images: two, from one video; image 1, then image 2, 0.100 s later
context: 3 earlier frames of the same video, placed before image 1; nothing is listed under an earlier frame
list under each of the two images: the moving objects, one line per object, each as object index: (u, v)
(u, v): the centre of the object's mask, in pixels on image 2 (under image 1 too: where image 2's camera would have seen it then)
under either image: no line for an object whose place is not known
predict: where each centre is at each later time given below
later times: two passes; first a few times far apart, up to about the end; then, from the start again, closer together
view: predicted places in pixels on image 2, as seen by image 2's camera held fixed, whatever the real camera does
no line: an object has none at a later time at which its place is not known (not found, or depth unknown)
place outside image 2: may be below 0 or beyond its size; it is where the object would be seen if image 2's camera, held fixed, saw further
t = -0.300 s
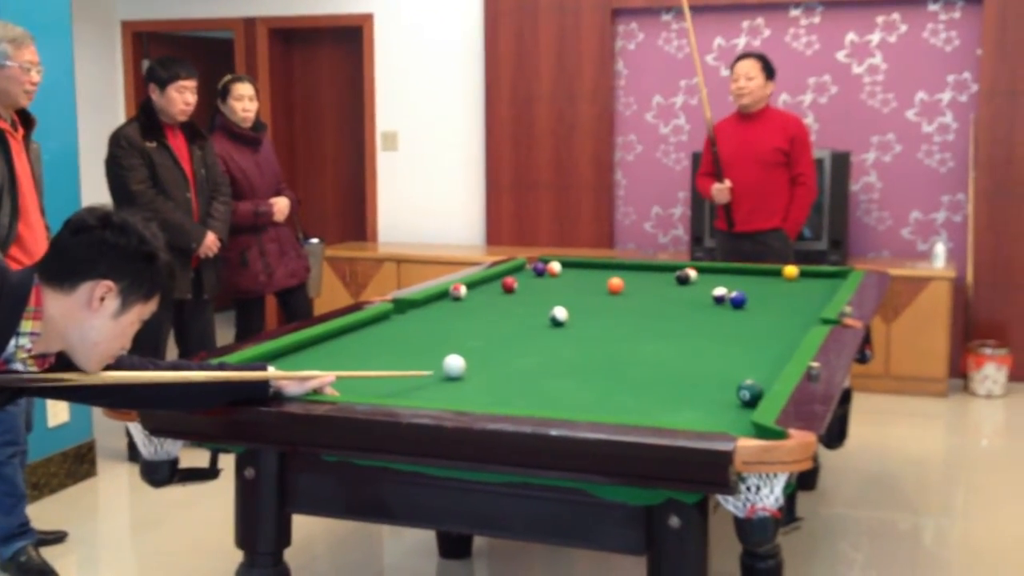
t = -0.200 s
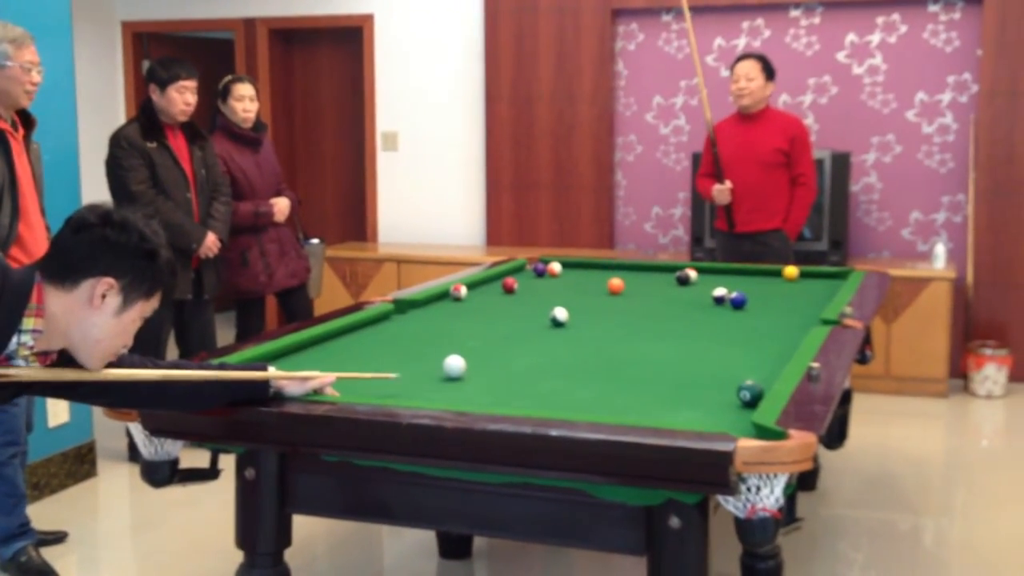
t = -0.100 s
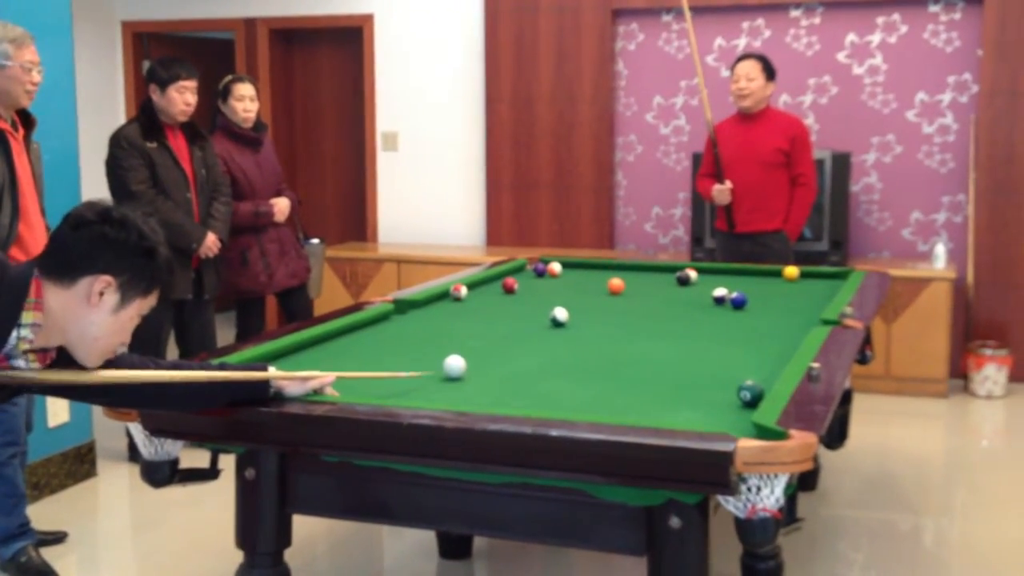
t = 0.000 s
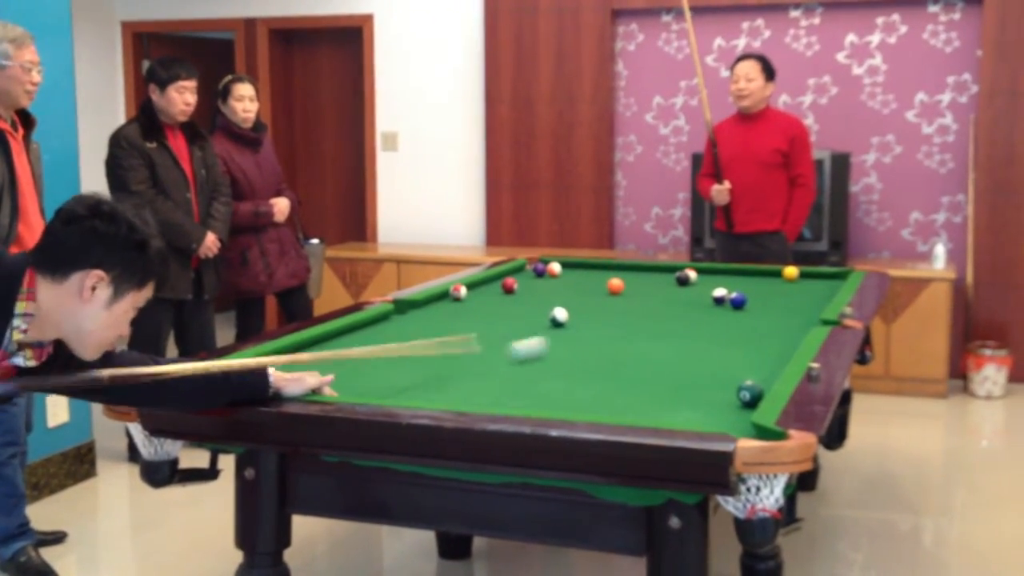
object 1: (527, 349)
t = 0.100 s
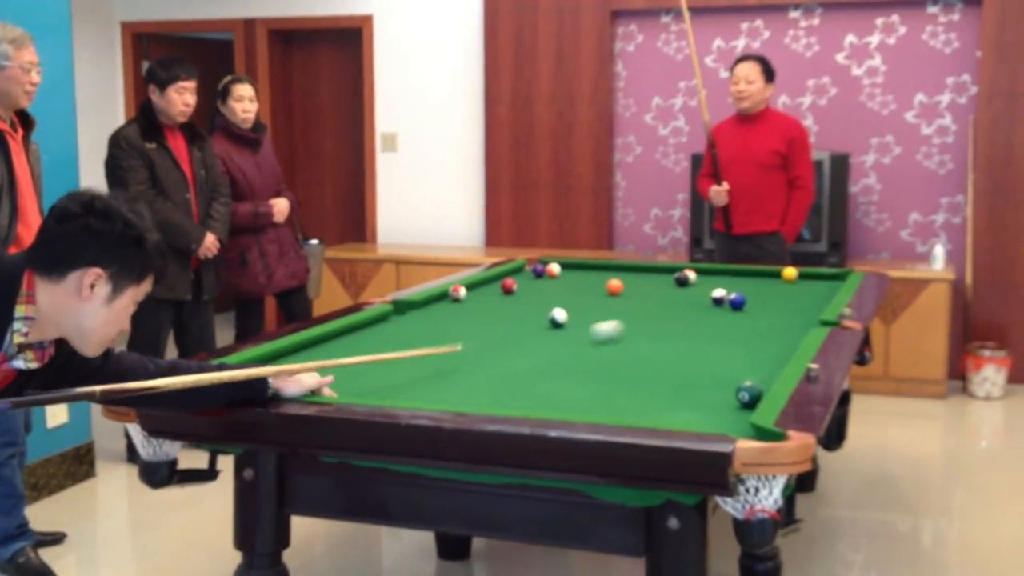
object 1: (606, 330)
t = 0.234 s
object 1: (687, 311)
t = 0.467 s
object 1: (732, 302)
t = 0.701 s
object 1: (736, 302)
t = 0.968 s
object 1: (739, 302)
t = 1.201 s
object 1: (740, 302)
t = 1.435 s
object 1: (740, 302)
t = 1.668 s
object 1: (740, 302)
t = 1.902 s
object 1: (740, 302)
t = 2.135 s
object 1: (740, 302)
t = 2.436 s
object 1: (740, 303)
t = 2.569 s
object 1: (740, 302)
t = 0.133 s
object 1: (629, 324)
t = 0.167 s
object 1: (650, 320)
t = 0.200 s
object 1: (668, 315)
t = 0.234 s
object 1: (687, 311)
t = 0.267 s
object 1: (702, 308)
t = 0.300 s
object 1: (718, 304)
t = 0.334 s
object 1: (728, 302)
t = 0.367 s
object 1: (730, 302)
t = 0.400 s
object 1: (730, 303)
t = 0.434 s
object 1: (731, 302)
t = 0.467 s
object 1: (732, 302)
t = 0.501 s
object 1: (733, 302)
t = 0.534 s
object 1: (733, 302)
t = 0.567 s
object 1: (734, 302)
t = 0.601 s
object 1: (735, 302)
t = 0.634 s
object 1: (735, 302)
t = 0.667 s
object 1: (736, 302)
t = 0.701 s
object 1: (736, 302)
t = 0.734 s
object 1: (737, 302)
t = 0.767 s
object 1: (737, 302)
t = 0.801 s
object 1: (737, 302)
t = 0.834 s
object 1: (738, 302)
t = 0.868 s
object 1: (738, 302)
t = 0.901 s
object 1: (739, 302)
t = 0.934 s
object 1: (739, 302)
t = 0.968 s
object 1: (739, 302)
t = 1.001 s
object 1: (739, 302)
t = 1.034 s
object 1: (740, 302)
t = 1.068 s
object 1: (740, 302)
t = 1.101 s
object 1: (740, 302)
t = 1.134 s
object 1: (740, 302)
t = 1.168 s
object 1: (740, 302)
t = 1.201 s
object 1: (740, 302)
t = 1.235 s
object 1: (740, 302)
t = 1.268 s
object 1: (740, 302)
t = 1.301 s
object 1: (740, 302)
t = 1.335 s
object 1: (740, 302)
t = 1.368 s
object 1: (740, 302)
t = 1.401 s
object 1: (740, 302)
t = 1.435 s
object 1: (740, 302)
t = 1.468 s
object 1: (740, 302)
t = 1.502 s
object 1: (740, 302)
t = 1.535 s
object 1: (740, 302)
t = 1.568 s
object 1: (740, 302)
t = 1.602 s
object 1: (740, 302)
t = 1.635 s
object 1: (740, 302)
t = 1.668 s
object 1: (740, 302)
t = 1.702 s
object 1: (740, 302)
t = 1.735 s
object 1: (740, 302)
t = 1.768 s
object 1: (740, 302)
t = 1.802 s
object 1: (740, 302)
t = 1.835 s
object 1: (740, 302)
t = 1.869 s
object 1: (740, 302)
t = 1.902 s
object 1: (740, 302)
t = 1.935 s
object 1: (740, 302)
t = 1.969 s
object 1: (740, 302)
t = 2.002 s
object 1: (740, 302)
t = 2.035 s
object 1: (740, 302)
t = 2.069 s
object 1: (740, 303)
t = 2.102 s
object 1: (740, 303)
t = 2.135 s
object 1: (740, 302)
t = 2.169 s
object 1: (740, 303)
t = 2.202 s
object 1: (740, 303)
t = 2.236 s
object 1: (740, 303)
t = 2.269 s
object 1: (740, 302)
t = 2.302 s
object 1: (740, 302)
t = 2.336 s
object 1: (740, 303)
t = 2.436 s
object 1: (740, 303)
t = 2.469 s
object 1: (740, 302)
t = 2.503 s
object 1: (740, 302)
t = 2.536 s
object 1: (740, 302)
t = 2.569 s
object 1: (740, 302)
